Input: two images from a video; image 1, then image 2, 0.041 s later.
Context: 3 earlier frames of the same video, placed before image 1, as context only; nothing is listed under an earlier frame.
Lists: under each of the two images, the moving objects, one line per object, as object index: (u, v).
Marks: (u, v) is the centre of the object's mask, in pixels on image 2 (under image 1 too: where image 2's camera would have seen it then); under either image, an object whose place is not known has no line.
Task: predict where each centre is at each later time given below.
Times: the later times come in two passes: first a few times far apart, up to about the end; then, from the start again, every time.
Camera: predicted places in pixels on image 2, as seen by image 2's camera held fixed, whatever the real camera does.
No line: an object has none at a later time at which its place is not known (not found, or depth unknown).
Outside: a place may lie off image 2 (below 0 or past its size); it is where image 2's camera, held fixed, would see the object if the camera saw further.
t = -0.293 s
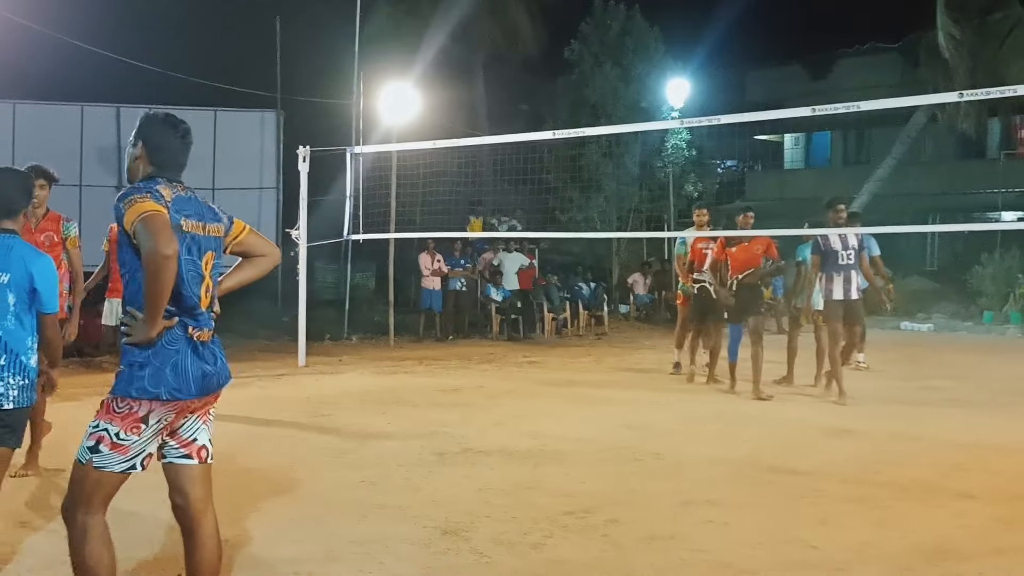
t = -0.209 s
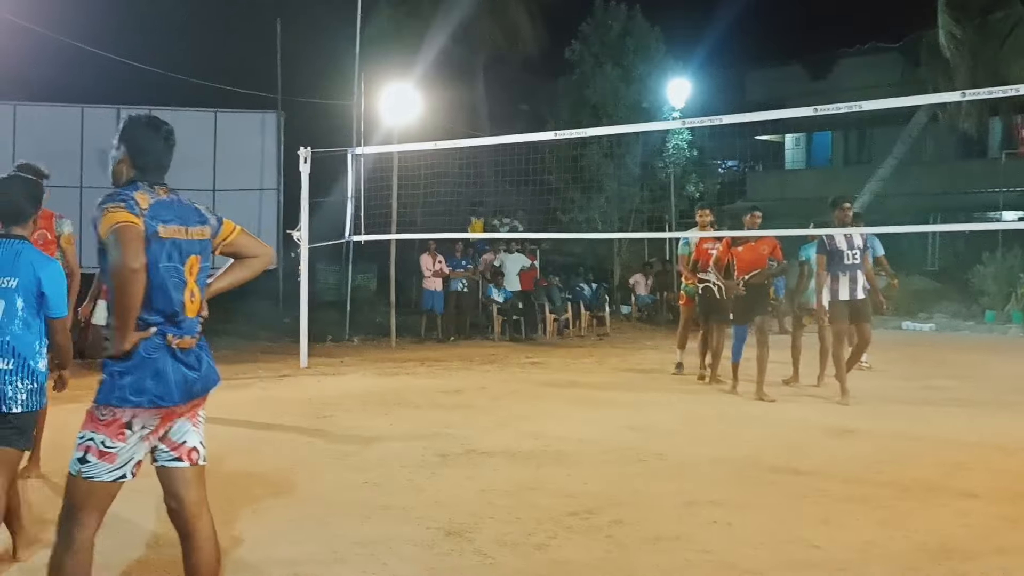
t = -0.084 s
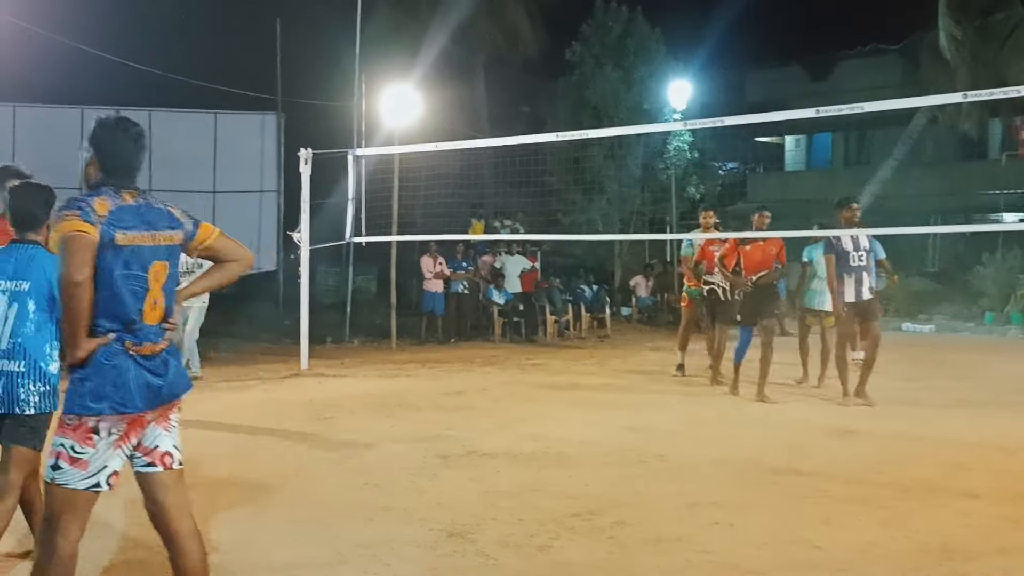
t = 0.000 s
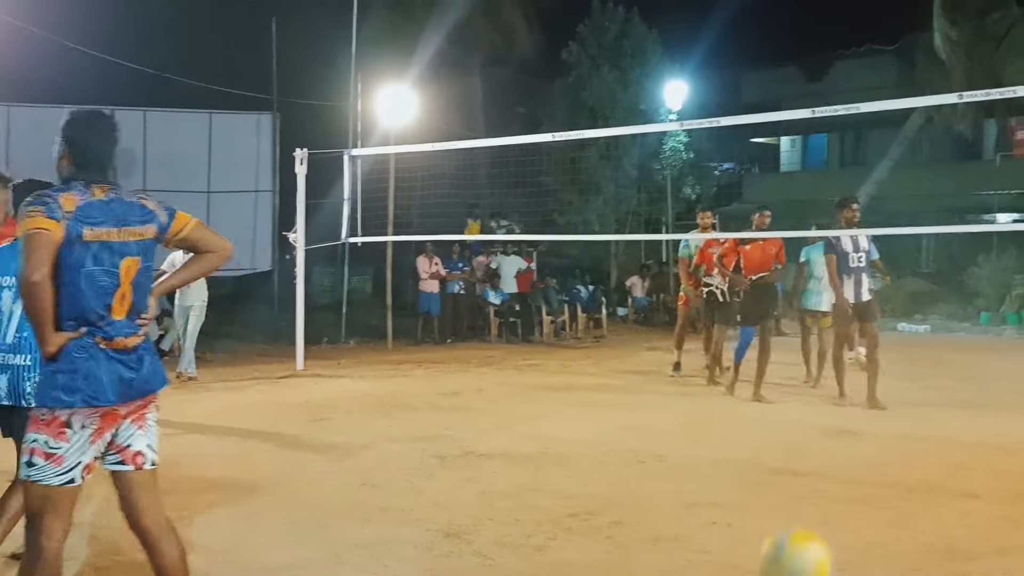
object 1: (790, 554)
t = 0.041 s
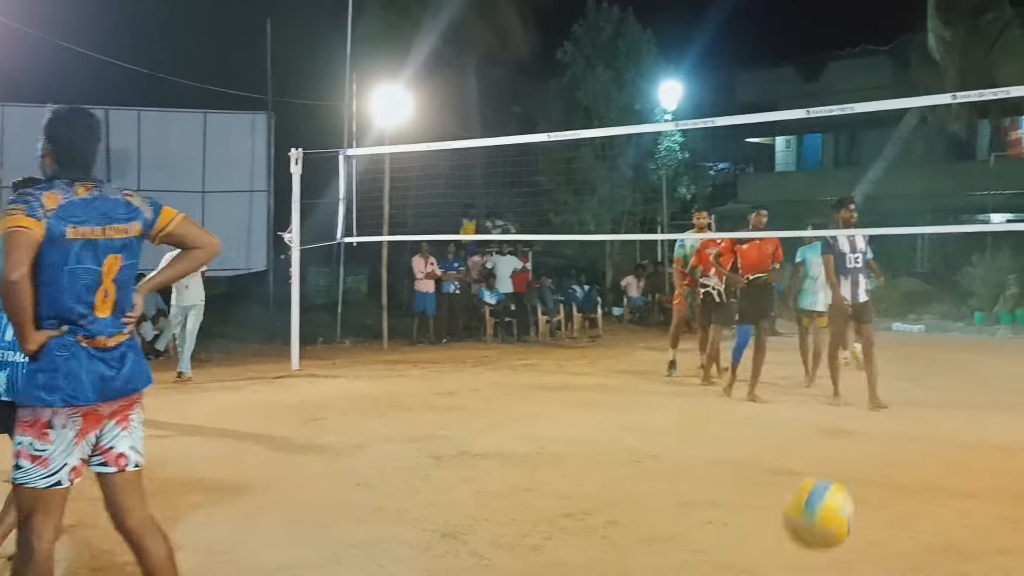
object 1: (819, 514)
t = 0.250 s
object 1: (920, 384)
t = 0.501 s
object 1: (1000, 414)
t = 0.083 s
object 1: (843, 472)
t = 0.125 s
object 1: (864, 438)
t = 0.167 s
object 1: (885, 415)
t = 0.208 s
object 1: (902, 397)
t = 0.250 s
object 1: (920, 384)
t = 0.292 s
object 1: (937, 379)
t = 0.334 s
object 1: (953, 378)
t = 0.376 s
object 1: (966, 381)
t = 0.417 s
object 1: (979, 389)
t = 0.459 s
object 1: (990, 400)
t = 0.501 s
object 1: (1000, 414)
